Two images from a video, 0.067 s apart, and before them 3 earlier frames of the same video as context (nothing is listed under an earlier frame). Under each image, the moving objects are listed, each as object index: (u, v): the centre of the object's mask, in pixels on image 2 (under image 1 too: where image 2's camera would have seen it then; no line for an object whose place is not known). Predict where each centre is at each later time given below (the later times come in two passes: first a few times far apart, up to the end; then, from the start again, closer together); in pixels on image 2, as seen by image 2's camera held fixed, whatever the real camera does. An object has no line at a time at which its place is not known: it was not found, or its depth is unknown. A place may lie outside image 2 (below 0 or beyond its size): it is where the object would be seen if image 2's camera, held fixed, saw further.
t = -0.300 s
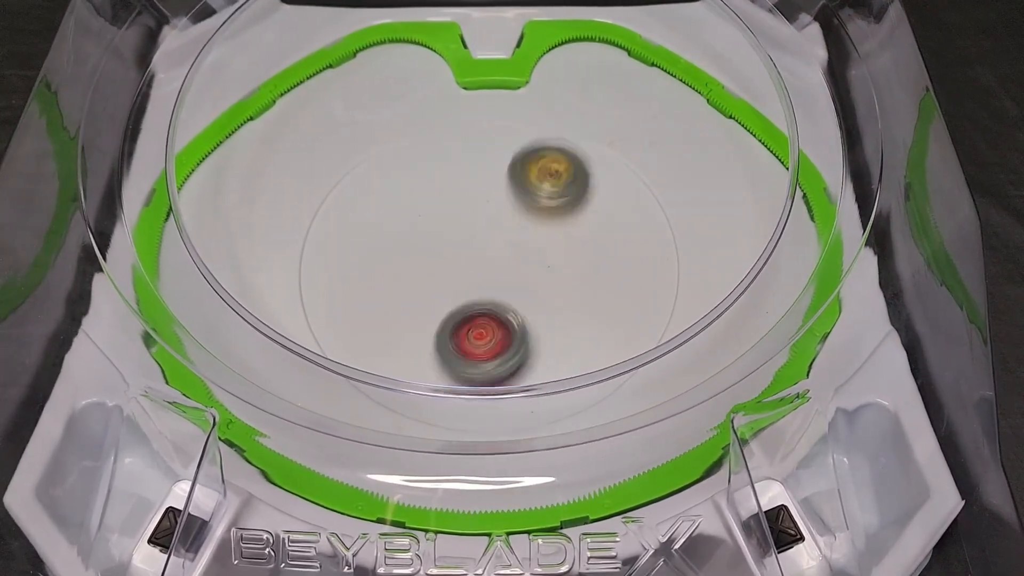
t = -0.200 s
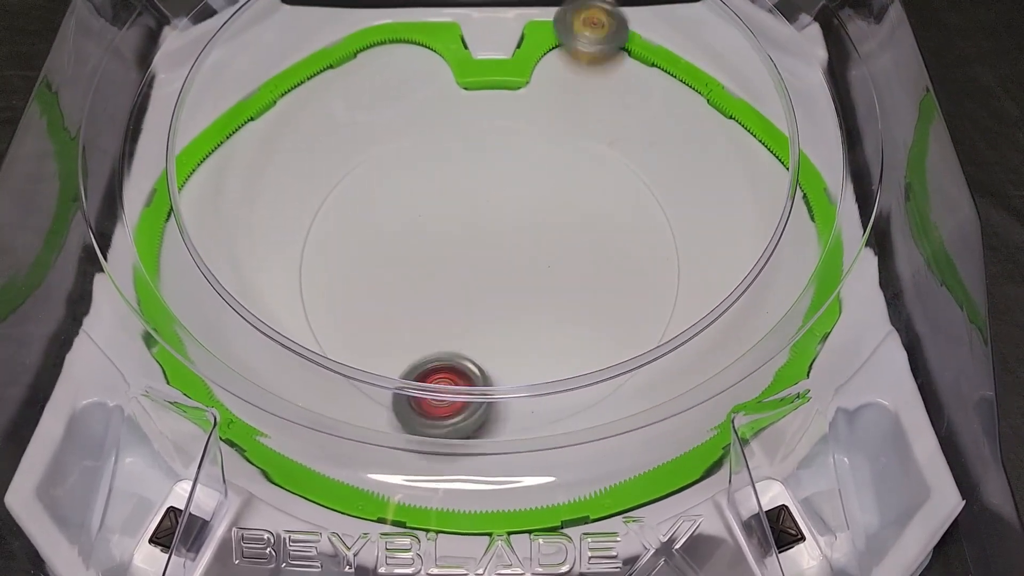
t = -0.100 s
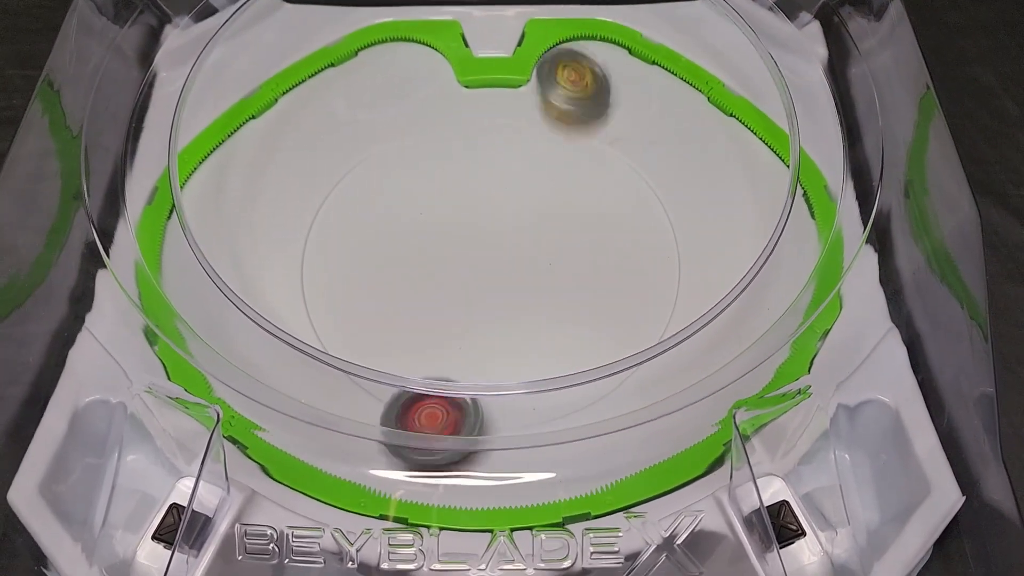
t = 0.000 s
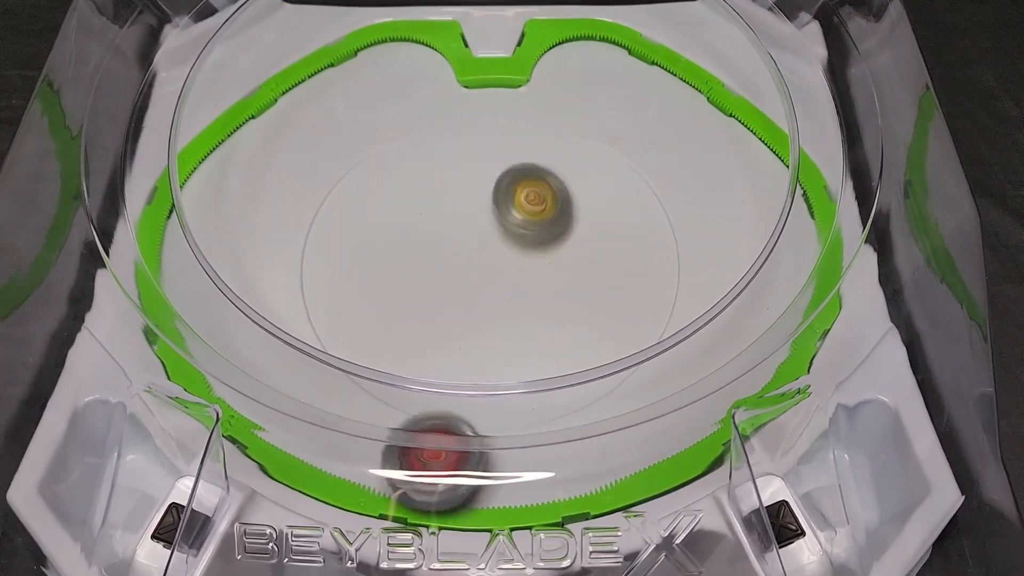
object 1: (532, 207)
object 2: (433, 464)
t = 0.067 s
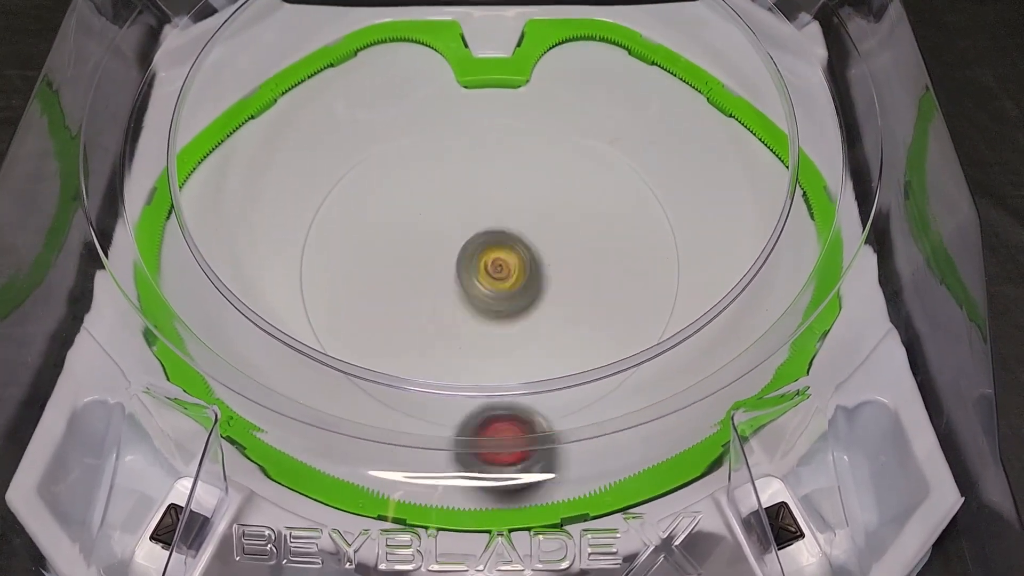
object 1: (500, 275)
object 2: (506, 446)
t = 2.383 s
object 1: (515, 220)
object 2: (464, 163)
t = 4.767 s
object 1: (372, 112)
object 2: (409, 298)
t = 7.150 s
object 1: (412, 179)
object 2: (353, 250)
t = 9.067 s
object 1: (327, 215)
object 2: (412, 108)
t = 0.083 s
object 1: (491, 289)
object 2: (524, 437)
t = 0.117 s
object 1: (476, 316)
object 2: (557, 424)
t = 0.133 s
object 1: (469, 327)
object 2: (568, 408)
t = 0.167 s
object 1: (458, 343)
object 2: (585, 386)
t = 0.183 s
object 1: (453, 348)
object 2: (592, 376)
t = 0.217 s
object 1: (449, 362)
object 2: (599, 352)
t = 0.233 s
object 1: (449, 366)
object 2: (598, 332)
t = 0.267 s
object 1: (454, 371)
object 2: (597, 300)
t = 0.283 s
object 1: (458, 371)
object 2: (594, 283)
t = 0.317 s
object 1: (471, 366)
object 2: (579, 247)
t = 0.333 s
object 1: (479, 356)
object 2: (568, 229)
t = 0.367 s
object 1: (498, 351)
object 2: (546, 196)
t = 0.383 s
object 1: (510, 347)
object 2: (532, 181)
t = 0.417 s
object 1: (534, 336)
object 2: (503, 153)
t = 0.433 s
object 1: (545, 328)
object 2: (487, 140)
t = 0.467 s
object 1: (567, 307)
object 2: (455, 118)
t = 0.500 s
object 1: (586, 286)
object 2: (422, 100)
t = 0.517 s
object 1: (594, 274)
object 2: (404, 92)
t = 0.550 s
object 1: (607, 251)
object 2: (369, 82)
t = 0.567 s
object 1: (613, 239)
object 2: (351, 78)
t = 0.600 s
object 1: (619, 218)
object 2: (314, 72)
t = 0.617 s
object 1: (620, 209)
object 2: (295, 69)
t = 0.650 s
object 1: (621, 193)
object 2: (263, 97)
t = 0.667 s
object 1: (619, 185)
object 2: (250, 123)
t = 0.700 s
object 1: (613, 173)
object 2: (225, 183)
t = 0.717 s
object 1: (608, 167)
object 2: (211, 206)
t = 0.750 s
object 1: (597, 159)
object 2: (186, 260)
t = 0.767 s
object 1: (591, 155)
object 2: (173, 286)
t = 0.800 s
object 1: (580, 151)
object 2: (238, 342)
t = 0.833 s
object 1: (565, 148)
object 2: (310, 392)
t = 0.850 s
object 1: (557, 148)
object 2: (352, 415)
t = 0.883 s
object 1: (541, 149)
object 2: (429, 456)
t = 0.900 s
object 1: (534, 150)
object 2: (469, 470)
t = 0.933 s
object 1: (519, 155)
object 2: (573, 453)
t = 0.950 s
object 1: (512, 158)
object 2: (619, 434)
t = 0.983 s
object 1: (499, 165)
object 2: (704, 394)
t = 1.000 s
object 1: (493, 170)
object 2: (740, 370)
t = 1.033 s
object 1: (483, 179)
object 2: (797, 297)
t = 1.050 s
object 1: (480, 184)
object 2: (816, 248)
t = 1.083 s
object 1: (473, 196)
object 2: (797, 157)
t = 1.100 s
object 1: (471, 202)
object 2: (766, 122)
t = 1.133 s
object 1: (469, 214)
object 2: (681, 59)
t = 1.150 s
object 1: (470, 220)
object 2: (639, 33)
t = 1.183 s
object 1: (472, 234)
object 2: (561, 29)
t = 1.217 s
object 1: (477, 245)
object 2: (499, 63)
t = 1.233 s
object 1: (479, 250)
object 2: (465, 88)
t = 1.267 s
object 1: (487, 258)
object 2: (399, 145)
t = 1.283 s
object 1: (491, 261)
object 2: (370, 161)
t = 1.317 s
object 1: (499, 267)
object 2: (312, 202)
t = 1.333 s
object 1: (503, 270)
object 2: (290, 221)
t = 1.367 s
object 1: (510, 275)
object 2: (248, 270)
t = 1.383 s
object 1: (513, 276)
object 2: (225, 295)
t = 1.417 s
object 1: (520, 278)
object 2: (194, 336)
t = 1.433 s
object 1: (525, 277)
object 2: (240, 349)
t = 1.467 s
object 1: (528, 277)
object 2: (326, 371)
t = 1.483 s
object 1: (530, 276)
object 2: (367, 381)
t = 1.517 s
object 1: (533, 274)
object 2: (448, 393)
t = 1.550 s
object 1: (534, 270)
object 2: (528, 392)
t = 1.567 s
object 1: (534, 269)
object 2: (566, 384)
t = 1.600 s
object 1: (533, 264)
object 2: (627, 354)
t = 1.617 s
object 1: (531, 263)
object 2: (649, 331)
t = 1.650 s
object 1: (527, 259)
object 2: (679, 279)
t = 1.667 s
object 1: (524, 257)
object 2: (687, 255)
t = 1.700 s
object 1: (519, 253)
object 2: (693, 207)
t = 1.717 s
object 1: (516, 250)
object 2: (695, 184)
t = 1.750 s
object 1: (511, 247)
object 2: (695, 143)
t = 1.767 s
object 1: (509, 246)
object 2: (694, 125)
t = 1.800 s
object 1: (503, 245)
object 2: (690, 91)
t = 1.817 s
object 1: (501, 246)
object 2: (687, 74)
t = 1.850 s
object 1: (495, 247)
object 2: (663, 44)
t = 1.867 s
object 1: (492, 247)
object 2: (636, 33)
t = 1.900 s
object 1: (487, 249)
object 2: (581, 27)
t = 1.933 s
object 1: (481, 254)
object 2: (548, 64)
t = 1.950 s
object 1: (477, 255)
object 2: (530, 91)
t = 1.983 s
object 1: (469, 258)
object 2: (496, 143)
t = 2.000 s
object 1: (465, 259)
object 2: (480, 168)
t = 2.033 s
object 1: (445, 289)
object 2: (455, 189)
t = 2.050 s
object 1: (428, 317)
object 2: (447, 181)
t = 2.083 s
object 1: (388, 389)
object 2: (433, 174)
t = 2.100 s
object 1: (365, 448)
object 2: (427, 175)
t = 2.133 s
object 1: (372, 427)
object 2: (417, 181)
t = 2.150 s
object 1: (384, 407)
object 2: (414, 179)
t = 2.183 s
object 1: (407, 372)
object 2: (410, 182)
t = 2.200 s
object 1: (420, 351)
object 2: (410, 184)
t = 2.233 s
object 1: (438, 332)
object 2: (415, 188)
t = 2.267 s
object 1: (455, 292)
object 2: (425, 194)
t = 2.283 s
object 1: (463, 276)
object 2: (432, 197)
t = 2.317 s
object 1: (482, 251)
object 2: (443, 188)
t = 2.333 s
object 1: (491, 242)
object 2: (448, 182)
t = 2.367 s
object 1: (508, 227)
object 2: (458, 169)
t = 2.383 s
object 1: (515, 220)
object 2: (464, 163)
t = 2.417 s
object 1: (525, 205)
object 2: (476, 150)
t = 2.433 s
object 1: (529, 204)
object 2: (481, 138)
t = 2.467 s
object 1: (536, 202)
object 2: (485, 106)
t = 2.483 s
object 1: (540, 206)
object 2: (488, 93)
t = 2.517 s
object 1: (546, 221)
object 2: (489, 67)
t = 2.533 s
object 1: (545, 221)
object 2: (489, 69)
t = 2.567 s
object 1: (544, 223)
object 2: (488, 93)
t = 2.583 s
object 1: (543, 228)
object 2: (487, 106)
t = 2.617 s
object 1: (537, 230)
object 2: (484, 130)
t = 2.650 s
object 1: (528, 232)
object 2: (482, 156)
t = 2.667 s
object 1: (523, 235)
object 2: (480, 167)
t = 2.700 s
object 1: (530, 301)
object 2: (461, 128)
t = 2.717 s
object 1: (534, 333)
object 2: (452, 110)
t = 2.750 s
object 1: (542, 392)
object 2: (432, 84)
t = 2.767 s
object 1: (539, 399)
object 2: (425, 69)
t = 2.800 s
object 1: (539, 432)
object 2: (410, 44)
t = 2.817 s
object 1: (540, 458)
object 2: (404, 32)
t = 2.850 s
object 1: (534, 494)
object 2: (380, 39)
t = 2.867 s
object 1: (530, 500)
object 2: (368, 48)
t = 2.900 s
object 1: (518, 512)
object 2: (345, 66)
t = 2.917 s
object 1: (512, 512)
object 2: (334, 75)
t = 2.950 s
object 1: (505, 502)
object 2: (315, 93)
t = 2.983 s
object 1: (496, 497)
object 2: (300, 111)
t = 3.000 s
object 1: (490, 496)
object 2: (294, 119)
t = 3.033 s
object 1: (478, 492)
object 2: (285, 136)
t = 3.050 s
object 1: (473, 487)
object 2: (283, 144)
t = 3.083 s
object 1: (465, 463)
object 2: (282, 160)
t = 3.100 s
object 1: (462, 436)
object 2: (284, 167)
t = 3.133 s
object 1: (458, 431)
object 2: (292, 182)
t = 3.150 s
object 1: (457, 426)
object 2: (298, 189)
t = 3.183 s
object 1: (456, 404)
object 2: (314, 205)
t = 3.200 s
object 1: (455, 397)
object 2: (323, 214)
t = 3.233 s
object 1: (455, 374)
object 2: (345, 232)
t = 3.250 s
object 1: (455, 357)
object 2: (356, 240)
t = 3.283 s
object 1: (459, 346)
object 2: (383, 260)
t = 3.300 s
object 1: (460, 337)
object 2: (397, 269)
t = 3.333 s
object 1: (471, 333)
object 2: (419, 268)
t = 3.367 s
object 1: (484, 339)
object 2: (442, 253)
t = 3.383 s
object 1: (491, 339)
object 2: (454, 251)
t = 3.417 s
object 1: (502, 335)
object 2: (477, 241)
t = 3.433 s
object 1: (505, 331)
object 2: (488, 236)
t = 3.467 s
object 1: (511, 321)
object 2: (509, 228)
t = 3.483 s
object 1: (513, 314)
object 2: (519, 226)
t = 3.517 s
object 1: (515, 298)
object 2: (538, 221)
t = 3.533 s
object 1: (516, 290)
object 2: (547, 220)
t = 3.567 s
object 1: (493, 292)
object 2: (580, 205)
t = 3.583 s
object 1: (467, 304)
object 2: (605, 188)
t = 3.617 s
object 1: (420, 319)
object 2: (647, 155)
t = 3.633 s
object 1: (399, 324)
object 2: (661, 140)
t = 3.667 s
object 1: (361, 330)
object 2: (687, 123)
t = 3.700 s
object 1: (333, 335)
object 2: (709, 110)
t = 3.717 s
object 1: (327, 330)
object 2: (720, 103)
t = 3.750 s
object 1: (316, 328)
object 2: (722, 98)
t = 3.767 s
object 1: (312, 326)
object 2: (708, 104)
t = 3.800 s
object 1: (306, 325)
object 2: (681, 112)
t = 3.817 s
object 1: (303, 323)
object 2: (666, 116)
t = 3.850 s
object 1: (298, 321)
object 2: (640, 125)
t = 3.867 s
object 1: (295, 319)
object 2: (628, 129)
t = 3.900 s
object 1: (291, 317)
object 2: (605, 139)
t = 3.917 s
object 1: (289, 315)
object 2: (592, 147)
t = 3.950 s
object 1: (285, 311)
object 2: (569, 160)
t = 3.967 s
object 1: (283, 308)
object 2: (558, 167)
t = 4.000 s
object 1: (280, 304)
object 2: (537, 182)
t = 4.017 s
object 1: (279, 301)
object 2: (527, 191)
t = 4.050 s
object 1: (277, 294)
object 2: (509, 208)
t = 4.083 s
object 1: (277, 287)
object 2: (492, 225)
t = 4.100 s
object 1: (275, 283)
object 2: (484, 234)
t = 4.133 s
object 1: (273, 276)
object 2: (471, 251)
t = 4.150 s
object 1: (272, 273)
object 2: (465, 259)
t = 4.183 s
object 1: (272, 265)
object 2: (456, 275)
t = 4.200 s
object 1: (272, 260)
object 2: (452, 283)
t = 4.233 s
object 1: (273, 251)
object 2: (446, 298)
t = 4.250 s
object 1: (274, 246)
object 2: (443, 304)
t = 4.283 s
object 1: (275, 237)
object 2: (439, 318)
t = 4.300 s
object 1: (276, 232)
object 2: (436, 324)
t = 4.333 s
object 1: (279, 222)
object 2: (431, 336)
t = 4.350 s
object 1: (280, 217)
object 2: (429, 341)
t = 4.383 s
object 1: (284, 207)
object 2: (424, 348)
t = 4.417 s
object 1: (289, 197)
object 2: (420, 353)
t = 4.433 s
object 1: (292, 193)
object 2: (416, 363)
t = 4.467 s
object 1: (297, 183)
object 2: (408, 372)
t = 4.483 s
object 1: (300, 178)
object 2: (406, 373)
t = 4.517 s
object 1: (306, 169)
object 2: (409, 370)
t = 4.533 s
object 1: (309, 165)
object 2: (414, 356)
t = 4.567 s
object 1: (316, 156)
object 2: (415, 352)
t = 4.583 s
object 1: (321, 152)
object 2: (415, 350)
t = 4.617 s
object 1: (328, 144)
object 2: (415, 345)
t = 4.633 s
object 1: (332, 140)
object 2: (416, 342)
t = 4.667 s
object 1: (341, 132)
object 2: (415, 333)
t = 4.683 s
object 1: (346, 129)
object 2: (415, 328)
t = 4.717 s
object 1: (355, 122)
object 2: (414, 316)
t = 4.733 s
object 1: (361, 118)
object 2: (412, 310)
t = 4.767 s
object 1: (372, 112)
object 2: (409, 298)
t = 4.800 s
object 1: (384, 106)
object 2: (404, 286)
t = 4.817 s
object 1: (390, 104)
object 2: (401, 279)
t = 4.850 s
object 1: (403, 100)
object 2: (395, 266)
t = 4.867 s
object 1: (410, 99)
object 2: (392, 259)
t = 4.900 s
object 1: (423, 96)
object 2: (385, 245)
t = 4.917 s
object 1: (429, 95)
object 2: (383, 238)
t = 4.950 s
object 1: (439, 93)
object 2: (377, 225)
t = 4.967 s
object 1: (444, 91)
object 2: (375, 218)
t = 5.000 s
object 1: (453, 89)
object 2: (370, 205)
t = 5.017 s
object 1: (457, 89)
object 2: (367, 198)
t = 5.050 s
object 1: (465, 88)
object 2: (363, 186)
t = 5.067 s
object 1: (468, 87)
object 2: (361, 179)
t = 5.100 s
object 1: (475, 88)
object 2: (357, 167)
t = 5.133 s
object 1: (480, 90)
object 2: (354, 155)
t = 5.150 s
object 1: (483, 92)
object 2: (355, 149)
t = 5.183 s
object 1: (488, 95)
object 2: (364, 146)
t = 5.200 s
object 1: (491, 98)
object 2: (369, 145)
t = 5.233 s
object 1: (496, 103)
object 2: (379, 143)
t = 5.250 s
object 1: (499, 106)
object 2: (385, 143)
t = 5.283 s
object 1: (503, 112)
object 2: (395, 140)
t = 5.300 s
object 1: (506, 117)
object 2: (400, 139)
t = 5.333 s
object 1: (510, 125)
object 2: (410, 137)
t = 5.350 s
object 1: (512, 129)
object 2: (415, 136)
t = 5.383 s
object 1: (515, 138)
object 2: (425, 134)
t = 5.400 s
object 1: (517, 143)
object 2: (430, 133)
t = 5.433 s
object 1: (520, 152)
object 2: (441, 129)
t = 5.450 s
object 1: (524, 159)
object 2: (445, 126)
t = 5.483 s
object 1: (544, 179)
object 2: (442, 115)
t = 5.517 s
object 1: (559, 197)
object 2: (443, 104)
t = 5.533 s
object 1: (565, 205)
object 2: (445, 100)
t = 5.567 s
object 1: (575, 220)
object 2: (453, 93)
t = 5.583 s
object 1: (578, 227)
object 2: (457, 90)
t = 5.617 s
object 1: (584, 239)
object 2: (466, 83)
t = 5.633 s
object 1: (586, 244)
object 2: (470, 80)
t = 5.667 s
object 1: (590, 253)
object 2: (479, 74)
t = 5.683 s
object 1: (593, 256)
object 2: (483, 70)
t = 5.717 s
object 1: (595, 263)
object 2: (492, 68)
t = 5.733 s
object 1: (596, 266)
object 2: (494, 69)
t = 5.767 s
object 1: (598, 271)
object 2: (501, 74)
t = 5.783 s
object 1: (598, 273)
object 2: (505, 75)
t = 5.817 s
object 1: (599, 276)
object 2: (512, 80)
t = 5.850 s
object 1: (598, 279)
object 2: (518, 86)
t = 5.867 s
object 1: (598, 281)
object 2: (522, 91)
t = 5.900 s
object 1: (596, 284)
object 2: (530, 99)
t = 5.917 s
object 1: (594, 285)
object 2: (535, 103)
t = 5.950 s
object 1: (590, 287)
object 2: (541, 112)
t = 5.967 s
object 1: (588, 288)
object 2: (543, 116)
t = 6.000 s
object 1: (582, 290)
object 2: (546, 126)
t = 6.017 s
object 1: (578, 291)
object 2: (546, 131)
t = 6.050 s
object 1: (570, 293)
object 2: (546, 144)
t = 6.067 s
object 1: (564, 294)
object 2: (546, 151)
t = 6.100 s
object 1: (552, 297)
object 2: (547, 166)
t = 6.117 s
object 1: (546, 298)
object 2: (547, 174)
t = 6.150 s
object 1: (533, 300)
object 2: (548, 191)
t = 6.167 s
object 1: (526, 301)
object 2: (550, 199)
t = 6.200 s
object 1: (512, 303)
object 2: (552, 214)
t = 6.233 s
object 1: (500, 304)
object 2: (555, 229)
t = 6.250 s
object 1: (494, 304)
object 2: (555, 236)
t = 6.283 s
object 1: (482, 305)
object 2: (558, 251)
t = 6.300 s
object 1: (476, 305)
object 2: (559, 258)
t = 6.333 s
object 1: (464, 306)
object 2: (561, 272)
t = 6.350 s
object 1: (458, 305)
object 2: (562, 279)
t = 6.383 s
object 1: (447, 305)
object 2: (565, 291)
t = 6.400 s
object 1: (442, 305)
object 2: (566, 297)
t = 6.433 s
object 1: (431, 305)
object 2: (568, 308)
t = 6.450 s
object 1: (426, 304)
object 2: (569, 313)
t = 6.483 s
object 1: (417, 303)
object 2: (571, 323)
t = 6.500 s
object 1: (412, 302)
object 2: (571, 327)
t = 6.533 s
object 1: (402, 299)
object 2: (571, 333)
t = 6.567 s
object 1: (393, 295)
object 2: (570, 337)
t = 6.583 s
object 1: (389, 293)
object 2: (570, 338)
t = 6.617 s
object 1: (381, 288)
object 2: (567, 340)
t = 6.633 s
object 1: (377, 285)
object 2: (565, 339)
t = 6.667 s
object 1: (371, 278)
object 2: (559, 339)
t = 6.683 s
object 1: (368, 274)
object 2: (556, 338)
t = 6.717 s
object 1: (363, 265)
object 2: (547, 335)
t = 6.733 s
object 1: (361, 261)
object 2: (542, 332)
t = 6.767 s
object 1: (358, 253)
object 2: (530, 326)
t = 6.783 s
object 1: (357, 248)
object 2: (523, 323)
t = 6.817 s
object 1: (356, 239)
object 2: (507, 316)
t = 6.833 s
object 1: (356, 235)
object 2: (499, 312)
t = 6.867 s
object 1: (358, 227)
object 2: (482, 305)
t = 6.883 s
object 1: (360, 223)
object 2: (472, 301)
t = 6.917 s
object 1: (363, 215)
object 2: (455, 294)
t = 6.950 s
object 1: (369, 208)
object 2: (438, 288)
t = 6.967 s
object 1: (372, 205)
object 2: (430, 284)
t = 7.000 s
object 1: (378, 199)
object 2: (413, 278)
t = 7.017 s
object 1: (382, 196)
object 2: (405, 275)
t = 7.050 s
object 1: (389, 191)
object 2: (390, 269)
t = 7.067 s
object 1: (393, 189)
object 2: (383, 265)
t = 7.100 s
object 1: (401, 184)
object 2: (370, 259)
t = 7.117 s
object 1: (405, 183)
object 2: (364, 256)
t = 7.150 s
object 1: (412, 179)
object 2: (353, 250)
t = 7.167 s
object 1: (416, 177)
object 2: (347, 248)
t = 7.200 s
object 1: (423, 172)
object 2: (338, 244)
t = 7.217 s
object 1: (426, 170)
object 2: (334, 242)
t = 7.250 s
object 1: (434, 166)
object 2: (328, 239)
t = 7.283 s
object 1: (442, 161)
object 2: (326, 237)
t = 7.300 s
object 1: (446, 159)
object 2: (326, 236)
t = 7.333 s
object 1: (455, 155)
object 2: (328, 234)
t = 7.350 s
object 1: (459, 152)
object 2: (331, 233)
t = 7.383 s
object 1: (468, 148)
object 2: (338, 231)
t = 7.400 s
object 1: (472, 147)
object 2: (342, 230)
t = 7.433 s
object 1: (482, 145)
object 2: (354, 226)
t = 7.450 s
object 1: (486, 144)
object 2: (360, 224)
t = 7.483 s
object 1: (493, 142)
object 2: (374, 219)
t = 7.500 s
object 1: (497, 142)
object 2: (381, 215)
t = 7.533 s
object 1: (504, 142)
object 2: (397, 208)
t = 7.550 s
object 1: (507, 142)
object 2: (404, 204)
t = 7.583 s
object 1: (514, 143)
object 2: (418, 195)
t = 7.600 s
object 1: (517, 143)
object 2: (425, 191)
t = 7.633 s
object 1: (523, 145)
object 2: (438, 182)
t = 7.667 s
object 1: (529, 147)
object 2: (449, 172)
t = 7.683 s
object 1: (541, 147)
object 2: (445, 168)
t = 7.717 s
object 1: (568, 146)
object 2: (431, 164)
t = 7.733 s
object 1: (580, 146)
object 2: (425, 162)
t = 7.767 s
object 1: (597, 150)
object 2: (414, 160)
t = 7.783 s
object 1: (604, 151)
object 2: (409, 160)
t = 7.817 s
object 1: (615, 155)
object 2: (399, 164)
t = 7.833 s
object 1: (619, 157)
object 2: (395, 167)
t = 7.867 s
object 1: (626, 161)
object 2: (391, 175)
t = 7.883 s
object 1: (629, 164)
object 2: (391, 180)
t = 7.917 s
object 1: (632, 171)
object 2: (392, 190)
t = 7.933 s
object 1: (633, 174)
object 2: (395, 196)
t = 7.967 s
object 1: (634, 181)
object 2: (404, 207)
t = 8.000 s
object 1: (634, 190)
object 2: (416, 216)
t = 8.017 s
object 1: (633, 194)
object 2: (424, 220)
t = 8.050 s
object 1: (632, 203)
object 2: (439, 226)
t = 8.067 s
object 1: (631, 209)
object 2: (448, 228)
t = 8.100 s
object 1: (627, 218)
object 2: (465, 231)
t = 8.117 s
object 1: (625, 223)
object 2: (473, 232)
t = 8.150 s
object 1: (618, 233)
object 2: (490, 232)
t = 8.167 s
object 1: (614, 237)
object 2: (497, 232)
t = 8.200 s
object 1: (606, 247)
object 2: (513, 230)
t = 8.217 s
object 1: (602, 251)
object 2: (522, 227)
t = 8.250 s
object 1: (614, 269)
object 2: (514, 204)
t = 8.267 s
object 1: (622, 277)
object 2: (508, 192)
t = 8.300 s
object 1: (636, 303)
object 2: (493, 174)
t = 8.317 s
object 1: (638, 309)
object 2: (486, 163)
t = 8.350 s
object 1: (634, 319)
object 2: (474, 147)
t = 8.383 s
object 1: (623, 324)
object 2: (463, 134)
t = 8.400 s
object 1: (616, 327)
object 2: (458, 129)
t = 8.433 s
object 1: (602, 329)
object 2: (448, 121)
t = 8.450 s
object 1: (594, 331)
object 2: (443, 118)
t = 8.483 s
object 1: (577, 332)
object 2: (432, 111)
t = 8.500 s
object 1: (568, 332)
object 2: (428, 108)
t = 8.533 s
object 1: (549, 332)
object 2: (418, 101)
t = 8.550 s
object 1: (541, 332)
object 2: (415, 98)
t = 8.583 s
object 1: (521, 331)
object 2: (409, 90)
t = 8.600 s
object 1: (512, 330)
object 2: (406, 86)
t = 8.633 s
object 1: (494, 327)
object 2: (400, 79)
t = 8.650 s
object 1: (484, 326)
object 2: (397, 76)
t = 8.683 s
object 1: (466, 322)
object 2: (392, 71)
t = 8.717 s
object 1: (449, 317)
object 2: (390, 68)
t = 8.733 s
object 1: (440, 314)
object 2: (389, 66)
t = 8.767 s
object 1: (423, 307)
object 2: (386, 65)
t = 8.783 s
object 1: (416, 304)
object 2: (386, 65)
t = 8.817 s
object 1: (400, 296)
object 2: (385, 65)
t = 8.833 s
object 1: (393, 292)
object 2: (385, 66)
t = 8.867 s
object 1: (379, 283)
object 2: (385, 67)
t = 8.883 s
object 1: (373, 278)
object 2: (386, 69)
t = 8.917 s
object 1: (362, 267)
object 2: (388, 72)
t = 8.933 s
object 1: (357, 262)
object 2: (389, 75)
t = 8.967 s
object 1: (347, 250)
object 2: (393, 80)
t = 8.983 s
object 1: (343, 246)
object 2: (395, 84)
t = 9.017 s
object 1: (336, 234)
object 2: (400, 92)
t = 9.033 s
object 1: (332, 228)
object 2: (404, 98)
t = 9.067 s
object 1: (327, 215)
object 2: (412, 108)
